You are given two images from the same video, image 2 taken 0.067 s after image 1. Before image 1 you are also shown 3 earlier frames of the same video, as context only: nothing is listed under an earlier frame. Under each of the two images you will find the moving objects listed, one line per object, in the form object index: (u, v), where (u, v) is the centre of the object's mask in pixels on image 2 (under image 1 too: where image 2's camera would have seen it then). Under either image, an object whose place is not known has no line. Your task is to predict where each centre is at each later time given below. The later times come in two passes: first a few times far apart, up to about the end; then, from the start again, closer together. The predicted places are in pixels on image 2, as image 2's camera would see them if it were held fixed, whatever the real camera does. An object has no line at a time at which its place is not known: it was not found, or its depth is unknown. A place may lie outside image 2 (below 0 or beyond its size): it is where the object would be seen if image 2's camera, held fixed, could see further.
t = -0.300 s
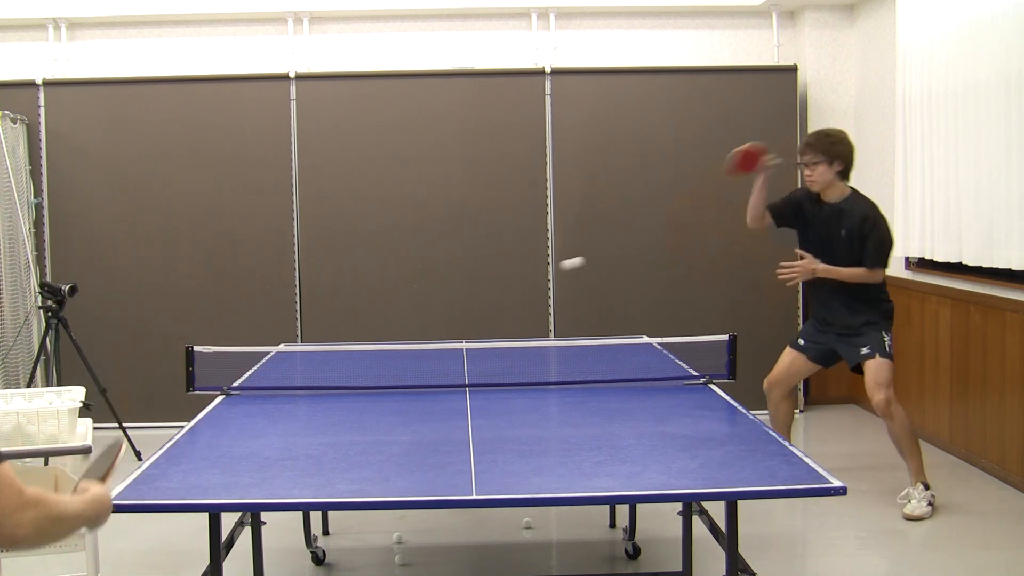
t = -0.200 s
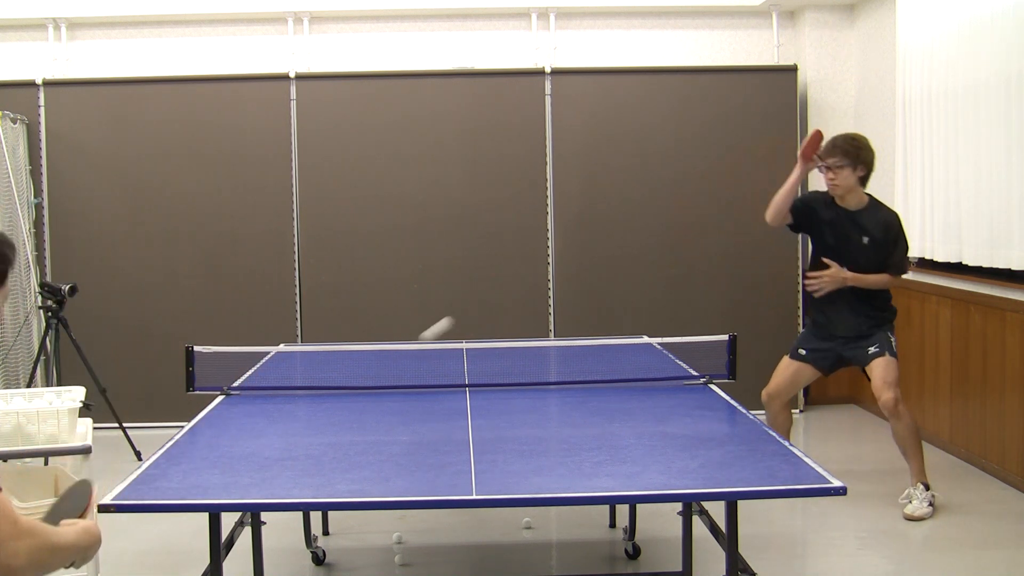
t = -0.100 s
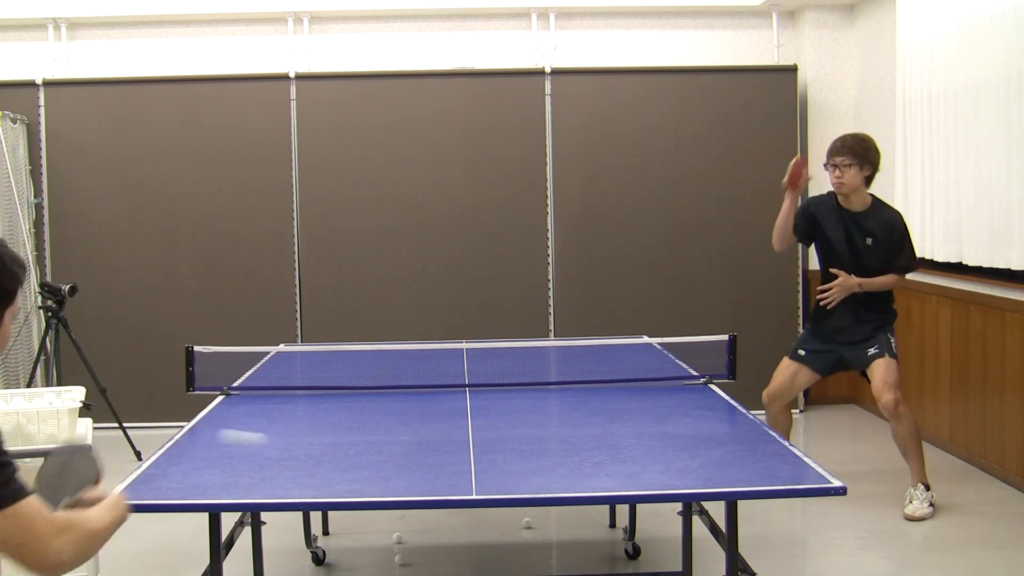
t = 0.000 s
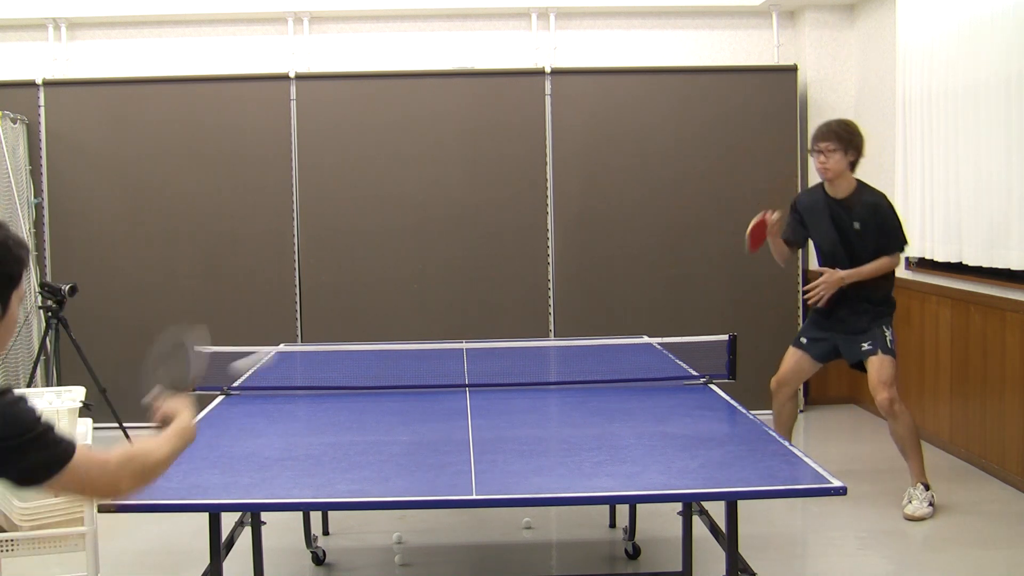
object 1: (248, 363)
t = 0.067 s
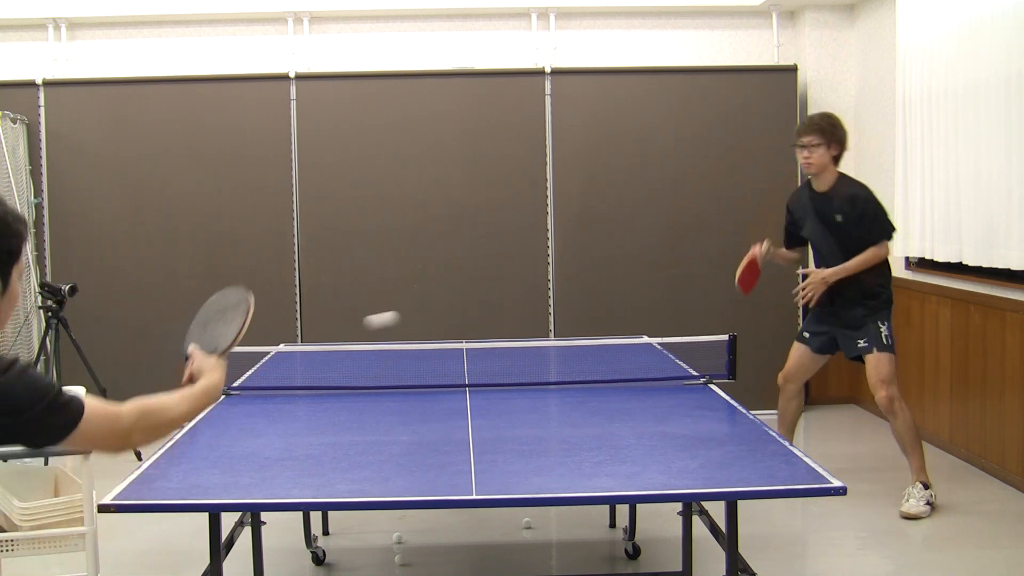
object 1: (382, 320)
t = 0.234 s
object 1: (560, 336)
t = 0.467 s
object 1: (665, 275)
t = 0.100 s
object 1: (430, 313)
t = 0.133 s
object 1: (471, 313)
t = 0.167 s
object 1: (505, 317)
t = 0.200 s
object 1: (534, 326)
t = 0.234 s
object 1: (560, 336)
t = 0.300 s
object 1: (598, 329)
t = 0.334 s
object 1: (613, 310)
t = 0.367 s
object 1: (628, 295)
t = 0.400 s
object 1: (641, 285)
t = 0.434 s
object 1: (653, 278)
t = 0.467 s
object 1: (665, 275)
